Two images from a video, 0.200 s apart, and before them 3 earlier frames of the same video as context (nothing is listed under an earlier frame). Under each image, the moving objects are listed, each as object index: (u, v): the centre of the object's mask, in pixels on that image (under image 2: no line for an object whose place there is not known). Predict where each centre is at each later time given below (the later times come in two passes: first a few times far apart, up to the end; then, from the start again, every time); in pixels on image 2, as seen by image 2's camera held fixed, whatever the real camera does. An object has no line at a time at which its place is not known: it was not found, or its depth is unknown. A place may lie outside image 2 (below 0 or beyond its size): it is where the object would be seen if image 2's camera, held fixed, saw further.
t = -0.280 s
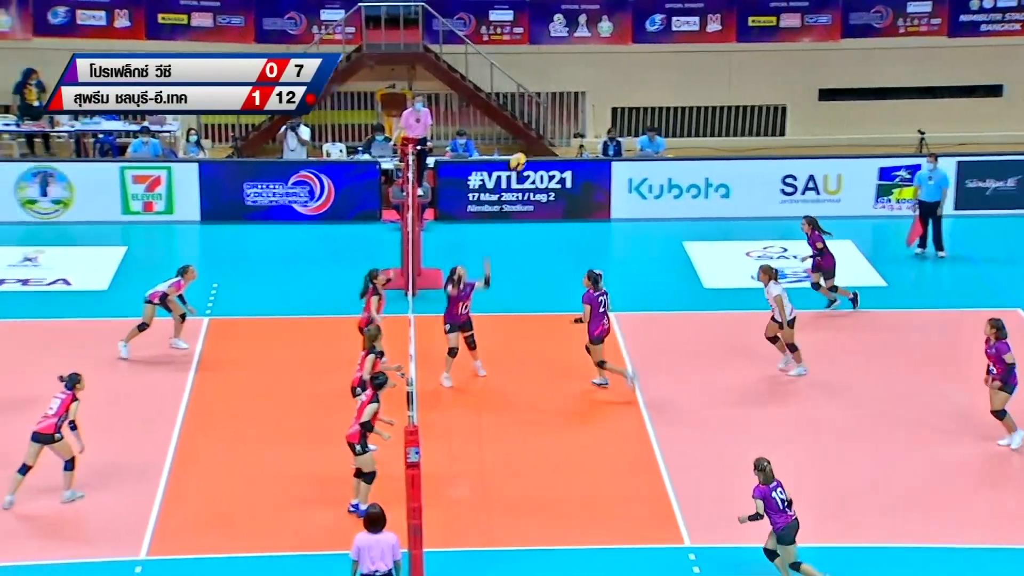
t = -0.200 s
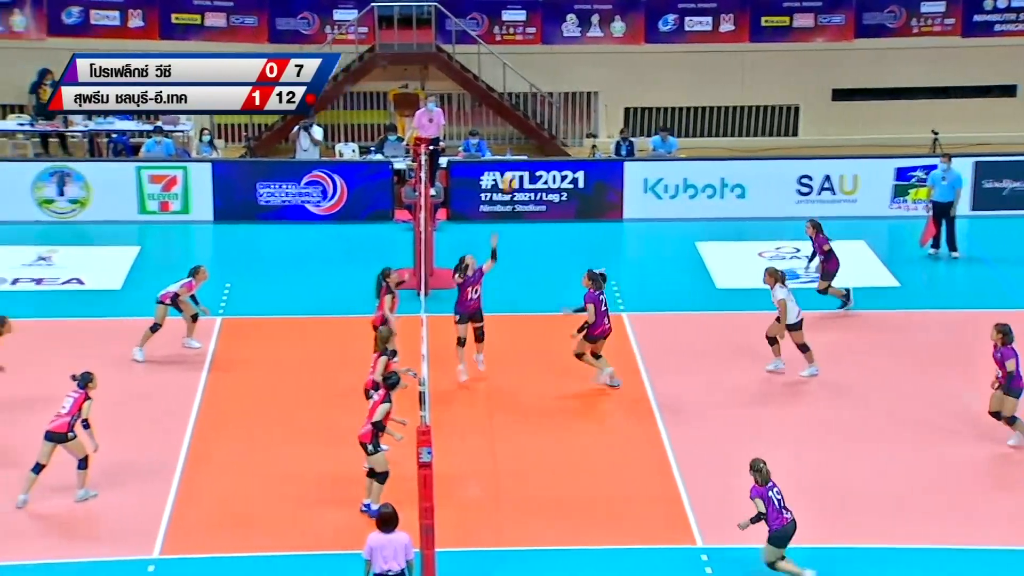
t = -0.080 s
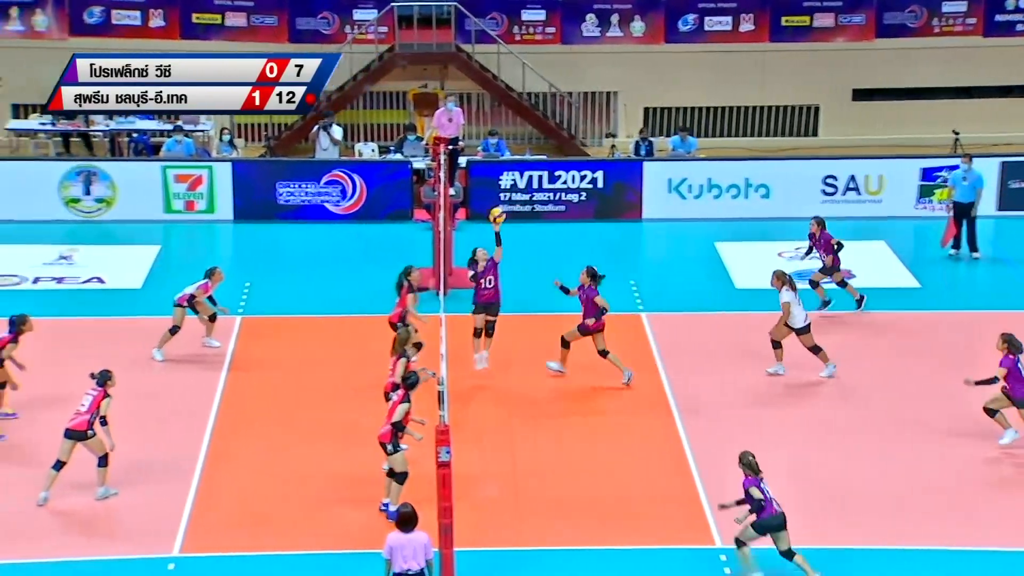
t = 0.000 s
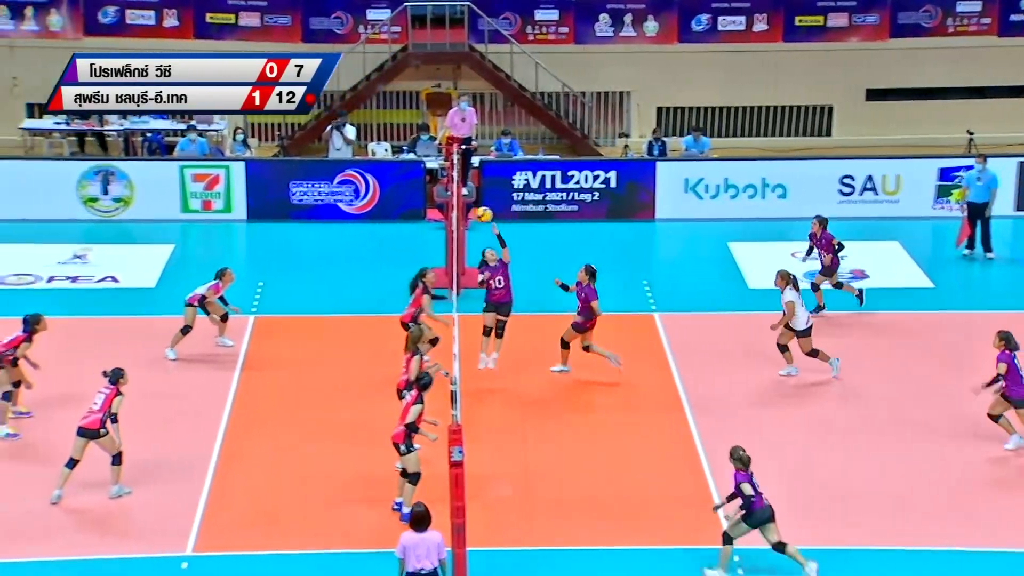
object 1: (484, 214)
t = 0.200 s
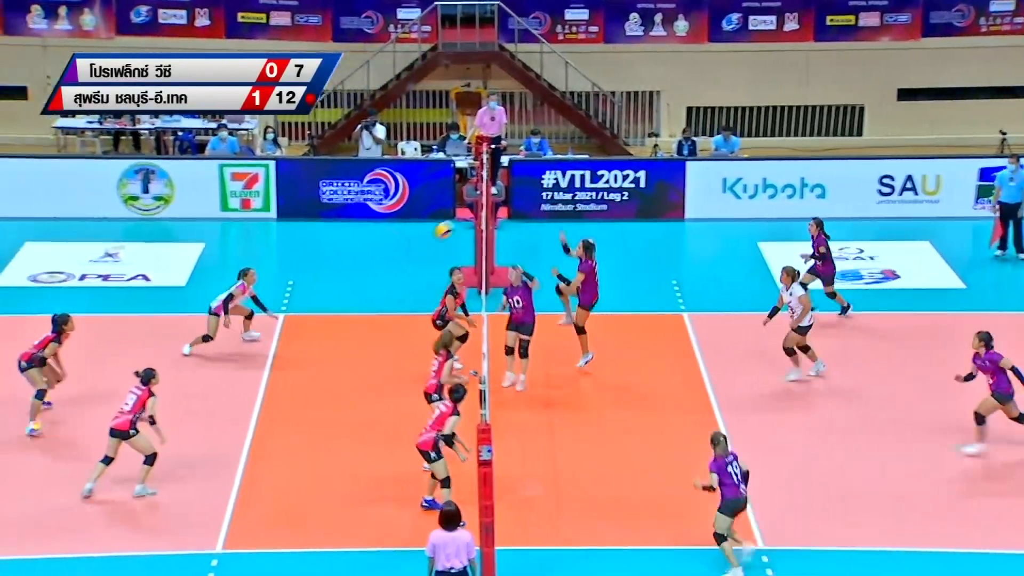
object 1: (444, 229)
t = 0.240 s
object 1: (432, 236)
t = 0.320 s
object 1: (408, 252)
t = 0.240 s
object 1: (432, 236)
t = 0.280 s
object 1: (421, 243)
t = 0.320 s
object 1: (408, 252)
